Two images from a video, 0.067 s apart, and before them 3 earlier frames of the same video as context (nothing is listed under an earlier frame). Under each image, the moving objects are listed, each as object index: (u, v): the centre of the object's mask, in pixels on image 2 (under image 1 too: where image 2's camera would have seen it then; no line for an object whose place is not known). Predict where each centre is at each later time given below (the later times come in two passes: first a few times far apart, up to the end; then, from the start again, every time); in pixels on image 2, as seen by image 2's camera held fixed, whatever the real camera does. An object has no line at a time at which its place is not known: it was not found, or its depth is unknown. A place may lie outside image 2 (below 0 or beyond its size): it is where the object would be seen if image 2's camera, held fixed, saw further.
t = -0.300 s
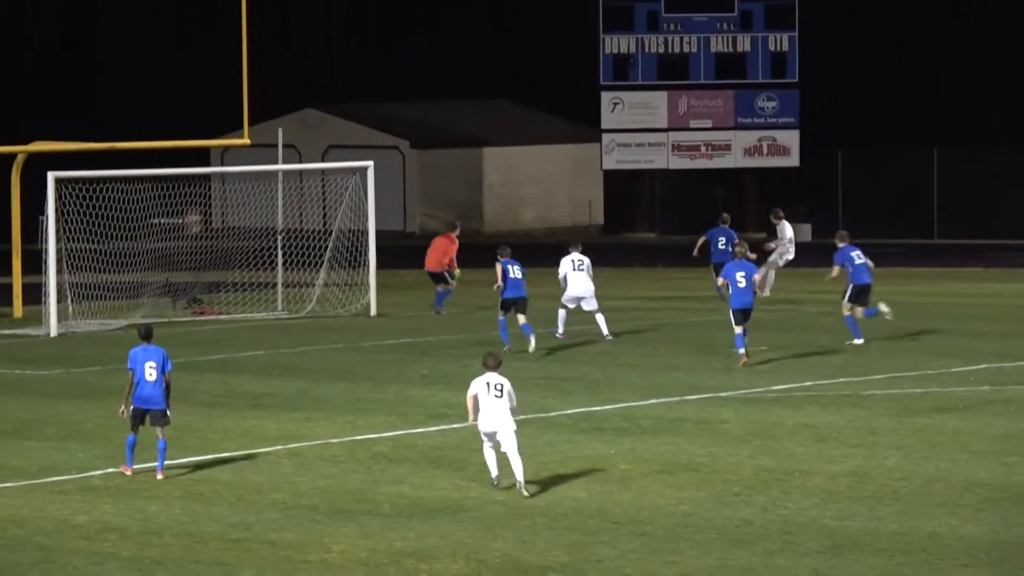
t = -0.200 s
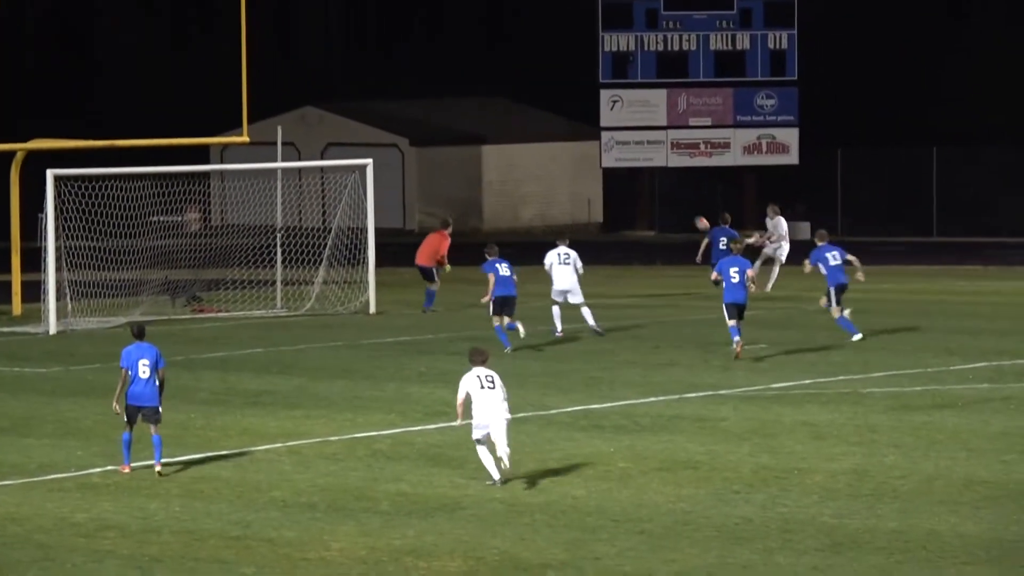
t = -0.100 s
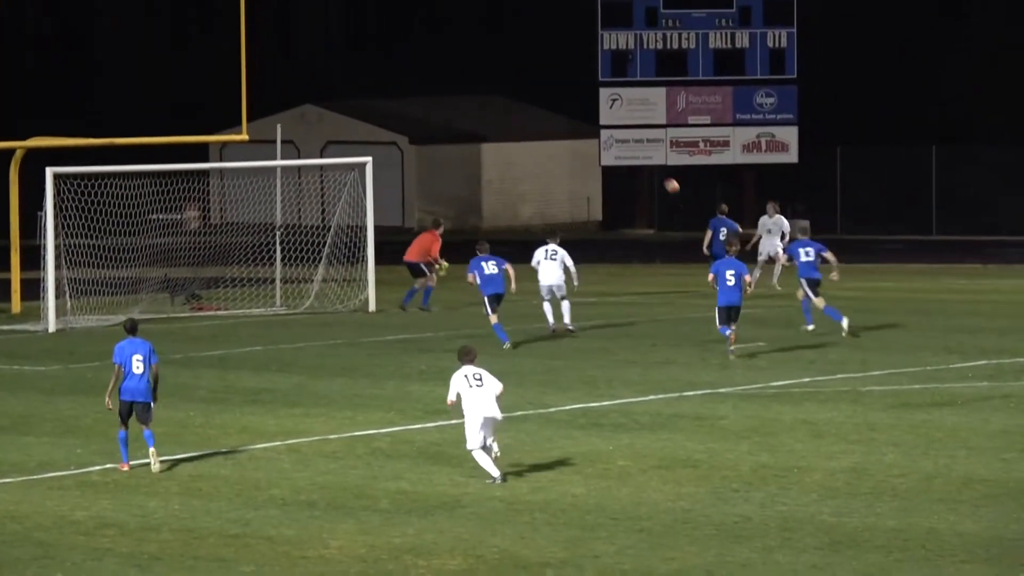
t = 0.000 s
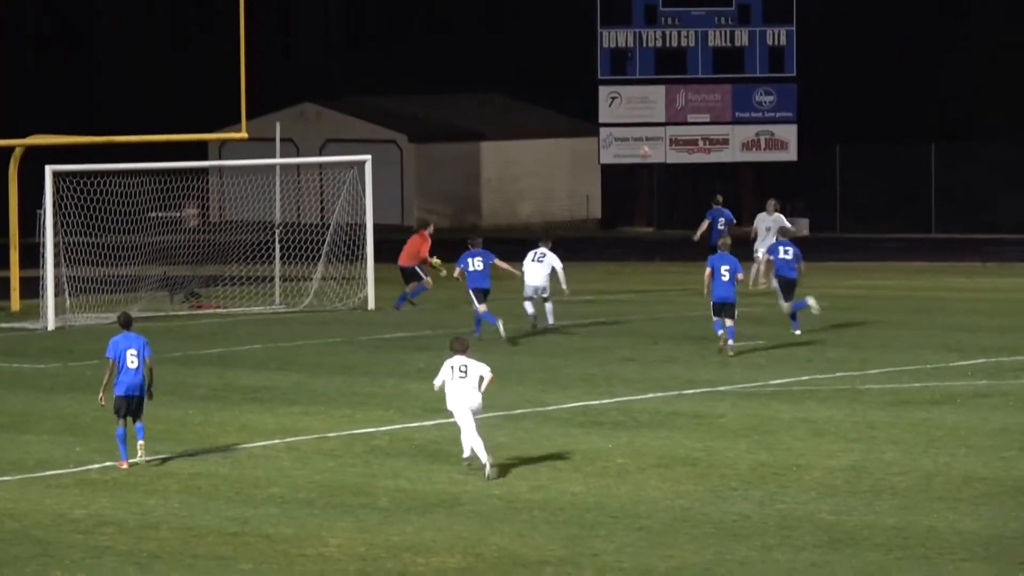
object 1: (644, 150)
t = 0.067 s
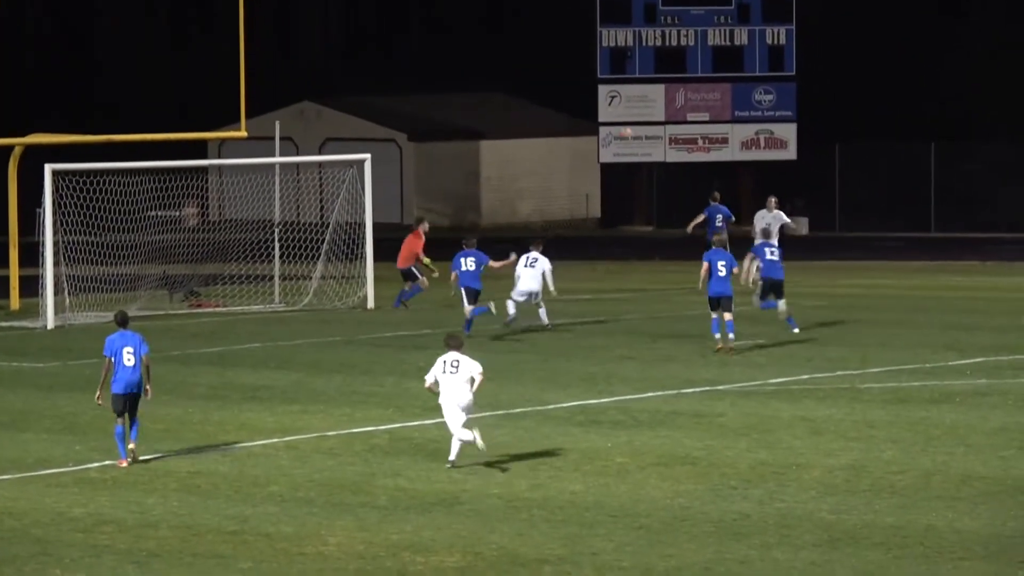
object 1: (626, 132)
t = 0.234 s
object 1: (584, 96)
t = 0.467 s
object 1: (531, 73)
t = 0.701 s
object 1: (486, 79)
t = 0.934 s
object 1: (443, 115)
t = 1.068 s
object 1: (418, 154)
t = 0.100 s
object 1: (617, 124)
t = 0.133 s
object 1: (610, 116)
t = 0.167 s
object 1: (599, 109)
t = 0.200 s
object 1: (591, 102)
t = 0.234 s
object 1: (584, 96)
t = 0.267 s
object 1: (576, 92)
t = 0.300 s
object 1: (568, 87)
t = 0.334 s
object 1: (561, 82)
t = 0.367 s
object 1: (553, 78)
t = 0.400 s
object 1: (545, 77)
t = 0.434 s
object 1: (539, 75)
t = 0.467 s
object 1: (531, 73)
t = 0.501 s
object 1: (524, 71)
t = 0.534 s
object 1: (518, 71)
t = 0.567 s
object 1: (511, 71)
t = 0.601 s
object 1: (504, 73)
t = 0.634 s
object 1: (498, 74)
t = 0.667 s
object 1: (492, 75)
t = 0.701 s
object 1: (486, 79)
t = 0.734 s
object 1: (480, 81)
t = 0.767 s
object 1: (474, 87)
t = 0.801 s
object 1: (468, 93)
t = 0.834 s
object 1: (463, 95)
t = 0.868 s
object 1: (457, 100)
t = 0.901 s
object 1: (450, 108)
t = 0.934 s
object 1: (443, 115)
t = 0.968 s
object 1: (437, 124)
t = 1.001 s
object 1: (431, 132)
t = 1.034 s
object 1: (425, 142)
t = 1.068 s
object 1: (418, 154)
